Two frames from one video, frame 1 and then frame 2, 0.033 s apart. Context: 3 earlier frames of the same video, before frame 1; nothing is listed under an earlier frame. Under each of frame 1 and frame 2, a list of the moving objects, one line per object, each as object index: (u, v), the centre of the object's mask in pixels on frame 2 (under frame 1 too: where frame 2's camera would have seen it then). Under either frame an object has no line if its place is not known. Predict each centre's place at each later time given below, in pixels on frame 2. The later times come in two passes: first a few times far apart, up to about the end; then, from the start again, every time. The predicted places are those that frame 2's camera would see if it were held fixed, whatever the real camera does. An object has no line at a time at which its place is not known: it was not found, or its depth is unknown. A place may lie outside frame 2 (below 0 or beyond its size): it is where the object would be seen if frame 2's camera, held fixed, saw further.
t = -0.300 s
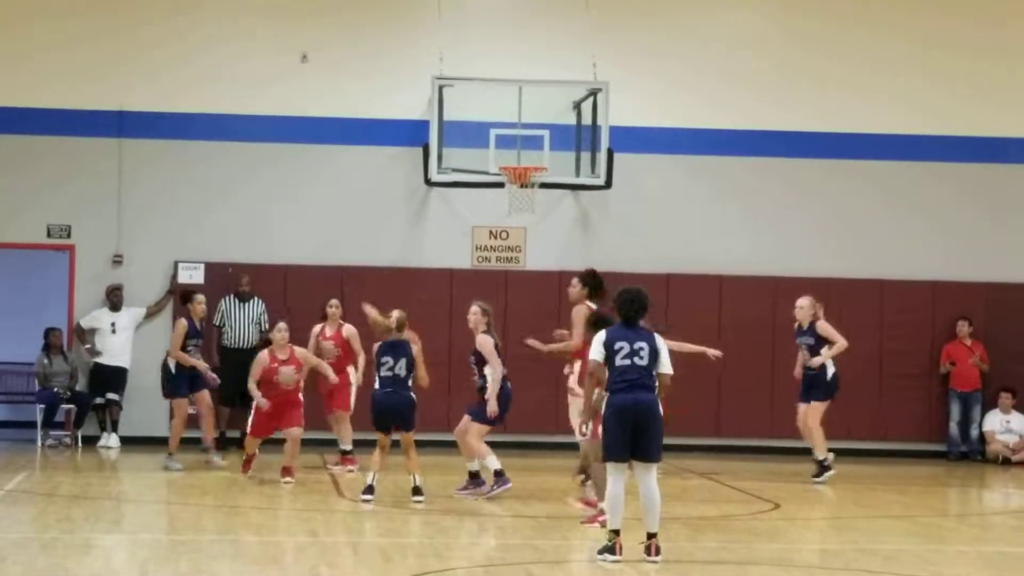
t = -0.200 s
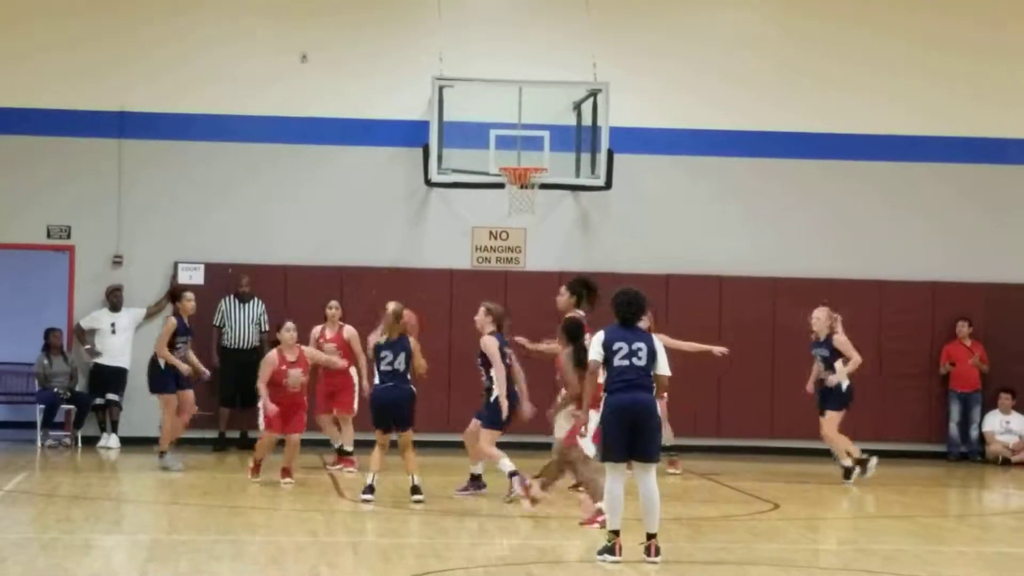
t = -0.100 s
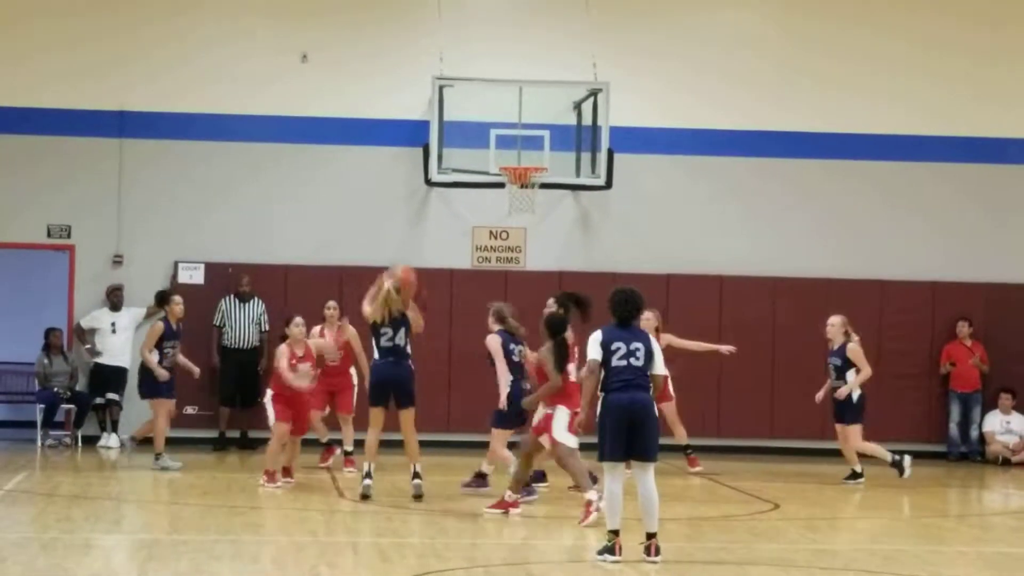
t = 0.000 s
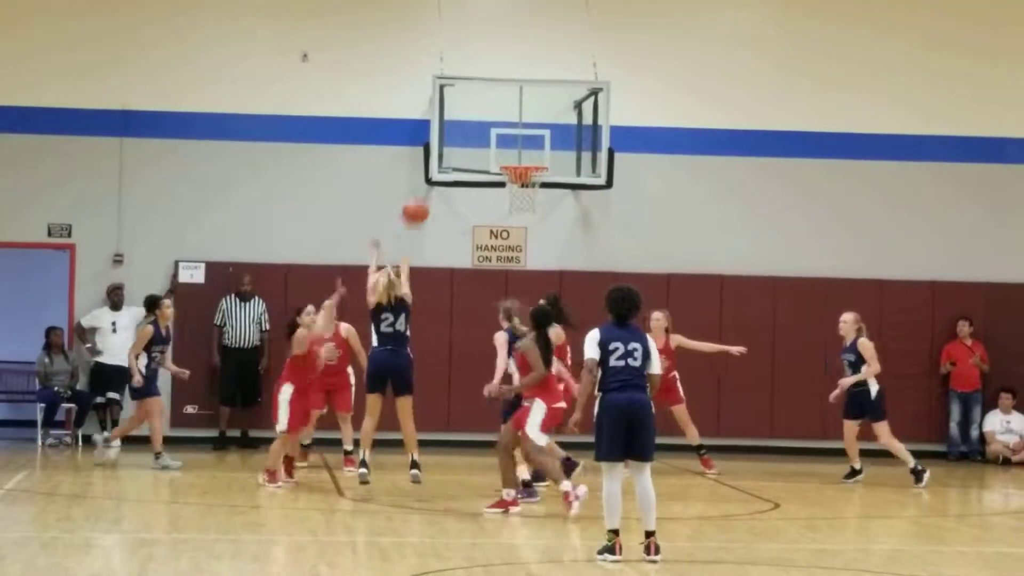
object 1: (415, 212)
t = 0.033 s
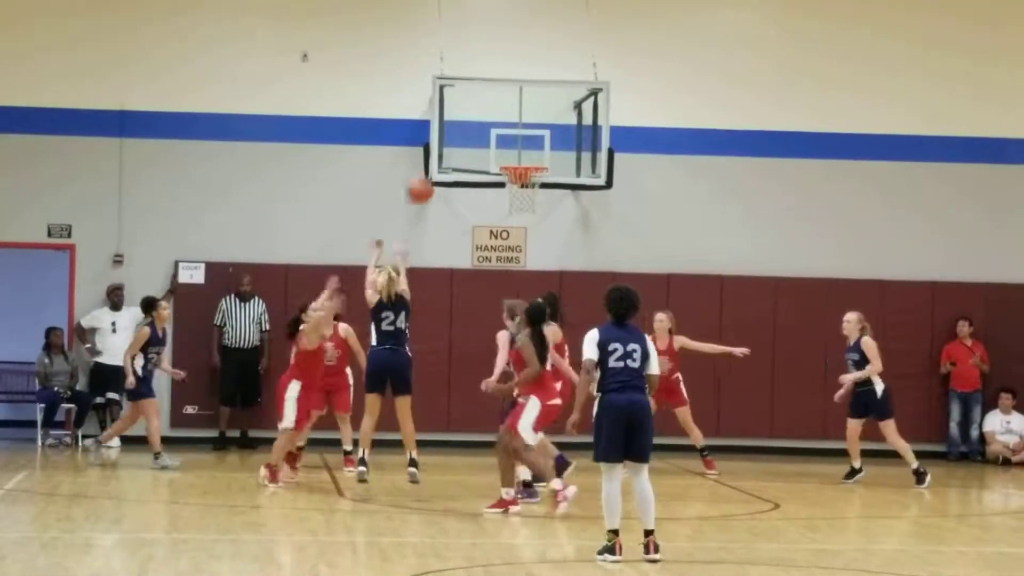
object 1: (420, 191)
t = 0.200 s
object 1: (442, 106)
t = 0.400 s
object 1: (466, 53)
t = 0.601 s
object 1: (486, 47)
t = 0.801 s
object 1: (504, 80)
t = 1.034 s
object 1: (522, 160)
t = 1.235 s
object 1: (529, 204)
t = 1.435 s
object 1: (531, 251)
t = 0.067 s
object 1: (424, 170)
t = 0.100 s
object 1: (428, 151)
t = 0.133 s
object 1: (432, 135)
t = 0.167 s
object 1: (438, 120)
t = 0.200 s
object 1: (442, 106)
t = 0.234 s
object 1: (446, 94)
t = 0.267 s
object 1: (452, 83)
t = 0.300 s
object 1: (455, 74)
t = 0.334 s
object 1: (458, 66)
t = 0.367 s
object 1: (462, 59)
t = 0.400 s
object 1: (466, 53)
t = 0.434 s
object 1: (470, 49)
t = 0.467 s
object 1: (473, 47)
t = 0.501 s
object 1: (476, 45)
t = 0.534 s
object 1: (479, 44)
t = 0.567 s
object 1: (483, 45)
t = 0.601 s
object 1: (486, 47)
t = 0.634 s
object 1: (489, 49)
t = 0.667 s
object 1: (492, 53)
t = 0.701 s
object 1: (495, 58)
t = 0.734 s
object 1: (498, 65)
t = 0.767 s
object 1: (501, 72)
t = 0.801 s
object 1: (504, 80)
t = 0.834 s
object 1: (506, 89)
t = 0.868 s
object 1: (509, 100)
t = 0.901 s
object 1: (512, 110)
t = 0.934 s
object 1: (515, 122)
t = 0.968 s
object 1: (517, 134)
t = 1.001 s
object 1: (519, 148)
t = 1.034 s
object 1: (522, 160)
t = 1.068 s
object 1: (526, 178)
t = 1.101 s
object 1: (527, 191)
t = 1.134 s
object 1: (528, 194)
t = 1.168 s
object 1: (528, 196)
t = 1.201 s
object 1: (529, 200)
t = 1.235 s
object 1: (529, 204)
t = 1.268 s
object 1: (529, 209)
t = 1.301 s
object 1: (530, 215)
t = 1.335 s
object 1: (530, 223)
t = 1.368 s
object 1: (530, 231)
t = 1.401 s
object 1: (530, 241)
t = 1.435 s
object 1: (531, 251)
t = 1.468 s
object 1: (531, 263)
